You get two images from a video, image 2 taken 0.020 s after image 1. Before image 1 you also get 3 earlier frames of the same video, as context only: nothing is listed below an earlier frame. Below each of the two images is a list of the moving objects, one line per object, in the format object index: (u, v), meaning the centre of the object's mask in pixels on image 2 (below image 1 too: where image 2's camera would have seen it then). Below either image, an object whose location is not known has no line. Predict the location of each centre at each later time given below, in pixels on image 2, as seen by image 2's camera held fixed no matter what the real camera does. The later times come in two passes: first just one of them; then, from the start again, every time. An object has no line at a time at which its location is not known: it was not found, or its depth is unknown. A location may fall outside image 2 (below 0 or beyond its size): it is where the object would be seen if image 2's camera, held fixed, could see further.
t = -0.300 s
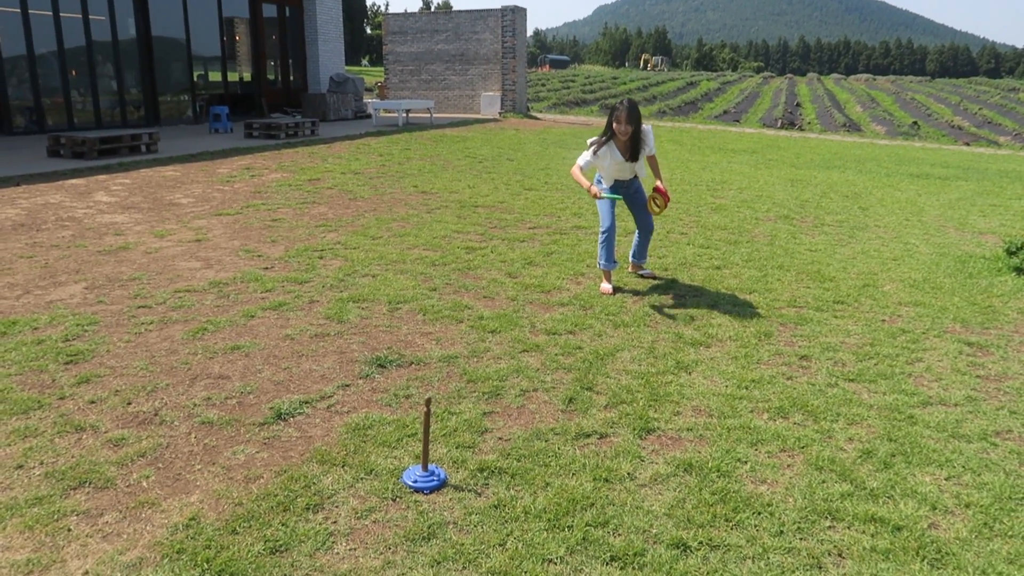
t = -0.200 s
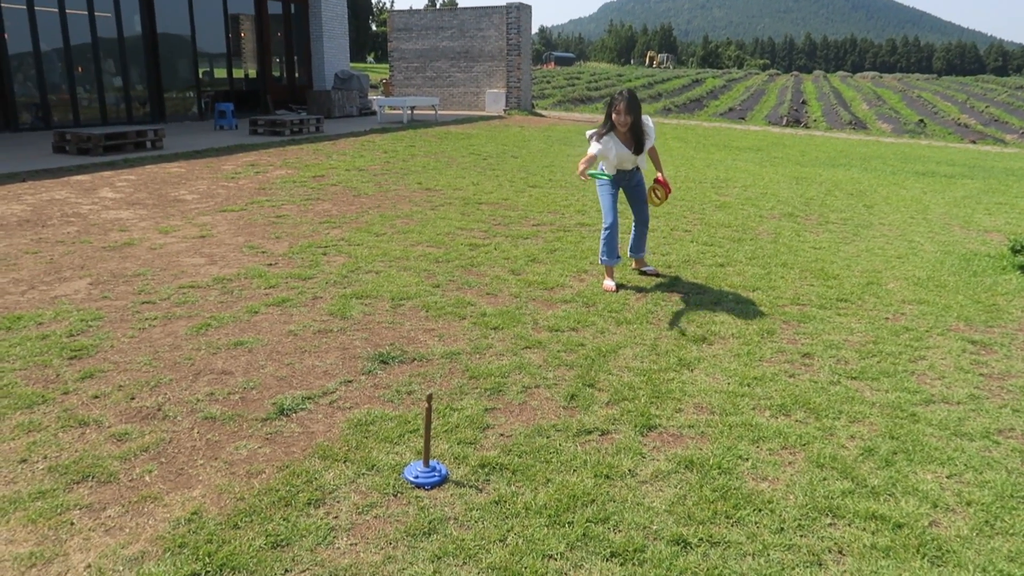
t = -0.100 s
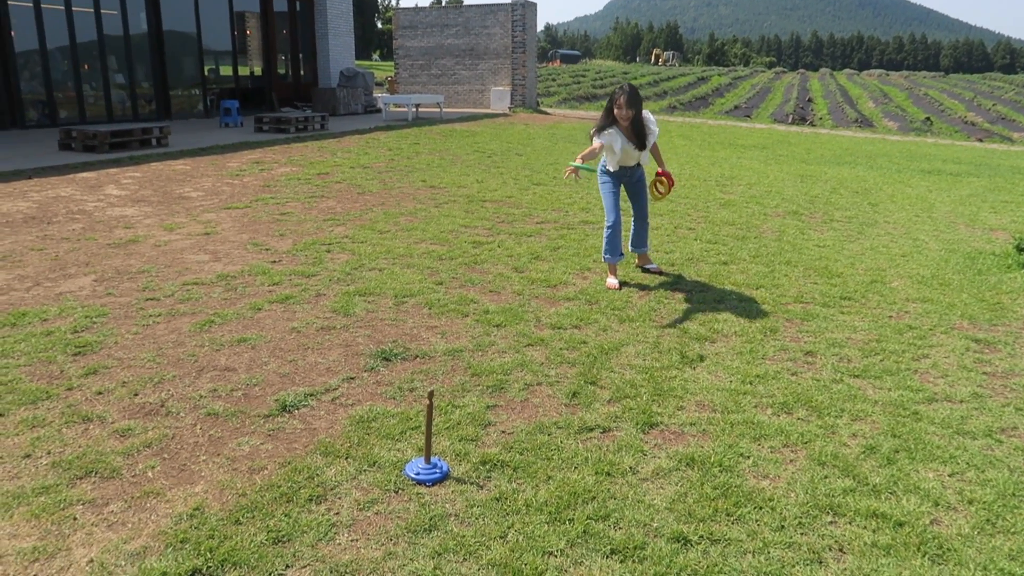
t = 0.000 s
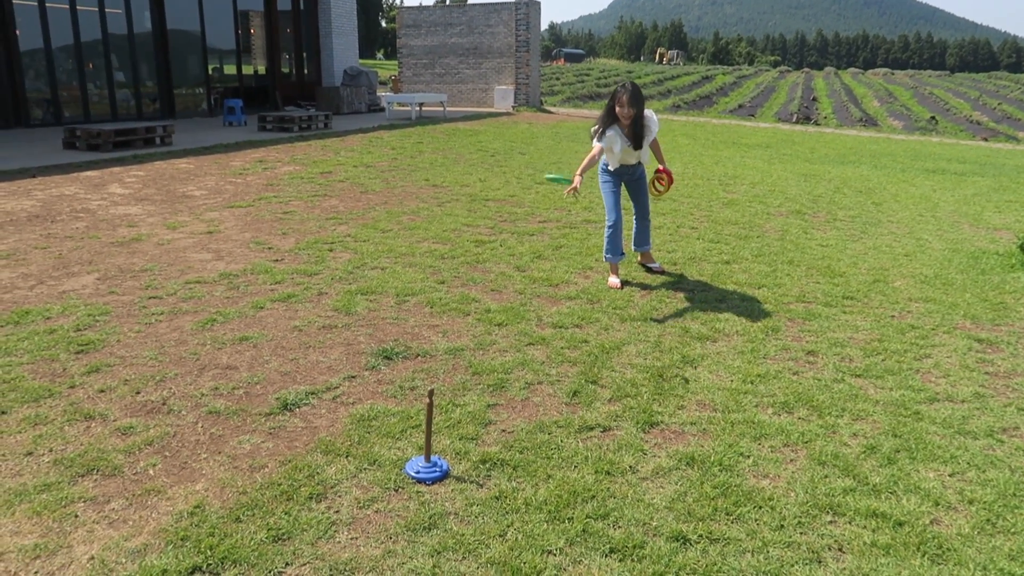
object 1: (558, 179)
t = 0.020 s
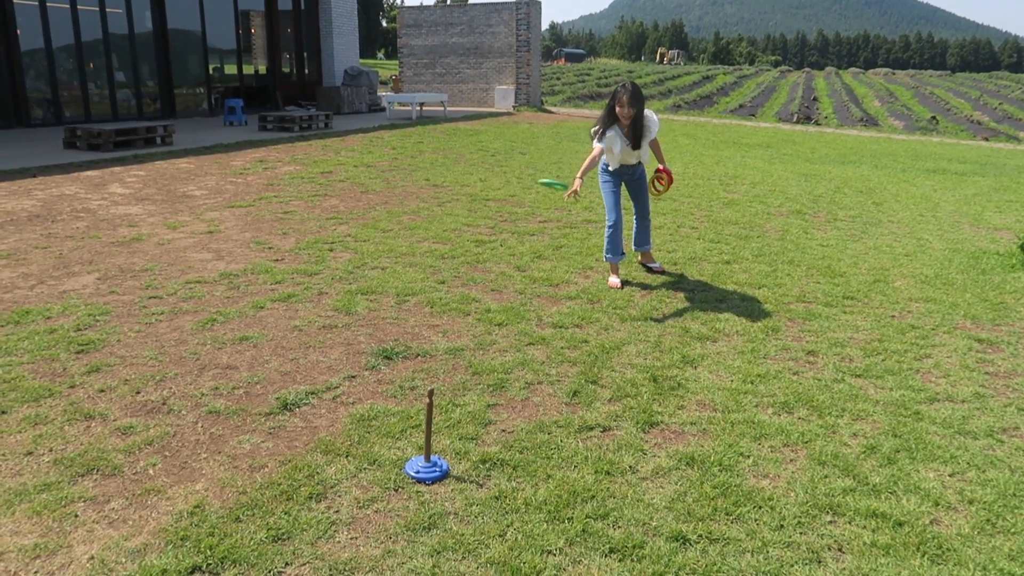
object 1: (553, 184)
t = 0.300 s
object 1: (454, 366)
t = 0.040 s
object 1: (547, 190)
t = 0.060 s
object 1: (541, 197)
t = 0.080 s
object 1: (534, 205)
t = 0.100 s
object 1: (528, 215)
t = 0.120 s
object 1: (521, 224)
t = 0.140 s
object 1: (513, 235)
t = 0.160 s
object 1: (508, 248)
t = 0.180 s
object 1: (500, 261)
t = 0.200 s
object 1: (493, 276)
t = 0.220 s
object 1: (484, 291)
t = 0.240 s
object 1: (476, 308)
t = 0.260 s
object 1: (468, 326)
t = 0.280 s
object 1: (461, 346)
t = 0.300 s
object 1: (454, 366)
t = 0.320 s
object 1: (447, 389)
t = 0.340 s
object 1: (440, 414)
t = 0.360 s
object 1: (439, 433)
